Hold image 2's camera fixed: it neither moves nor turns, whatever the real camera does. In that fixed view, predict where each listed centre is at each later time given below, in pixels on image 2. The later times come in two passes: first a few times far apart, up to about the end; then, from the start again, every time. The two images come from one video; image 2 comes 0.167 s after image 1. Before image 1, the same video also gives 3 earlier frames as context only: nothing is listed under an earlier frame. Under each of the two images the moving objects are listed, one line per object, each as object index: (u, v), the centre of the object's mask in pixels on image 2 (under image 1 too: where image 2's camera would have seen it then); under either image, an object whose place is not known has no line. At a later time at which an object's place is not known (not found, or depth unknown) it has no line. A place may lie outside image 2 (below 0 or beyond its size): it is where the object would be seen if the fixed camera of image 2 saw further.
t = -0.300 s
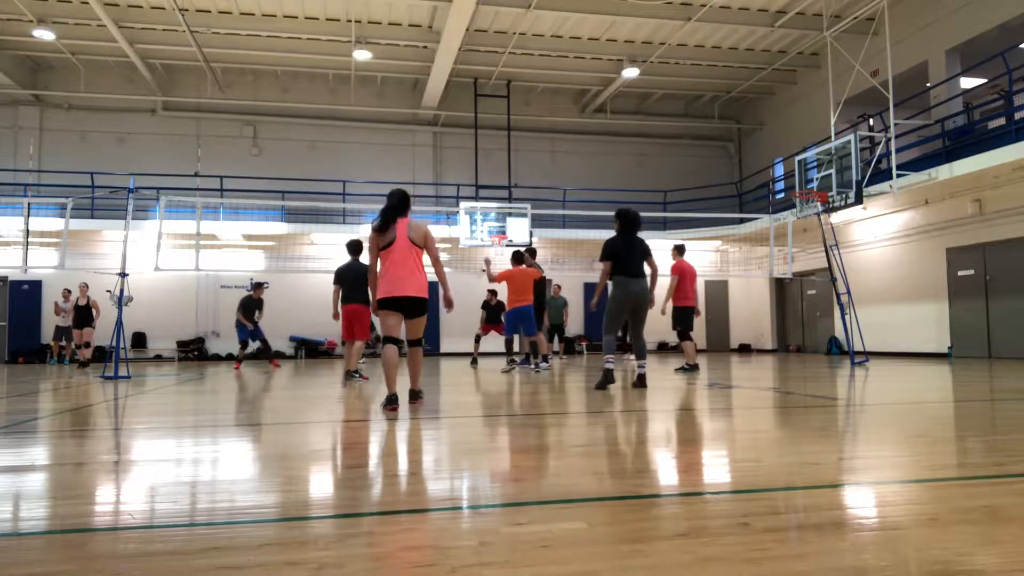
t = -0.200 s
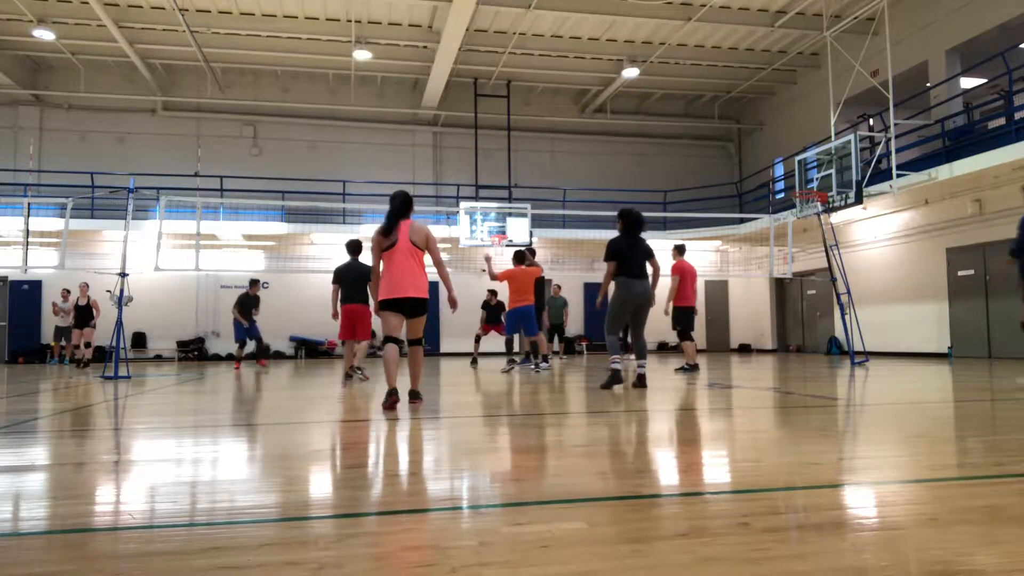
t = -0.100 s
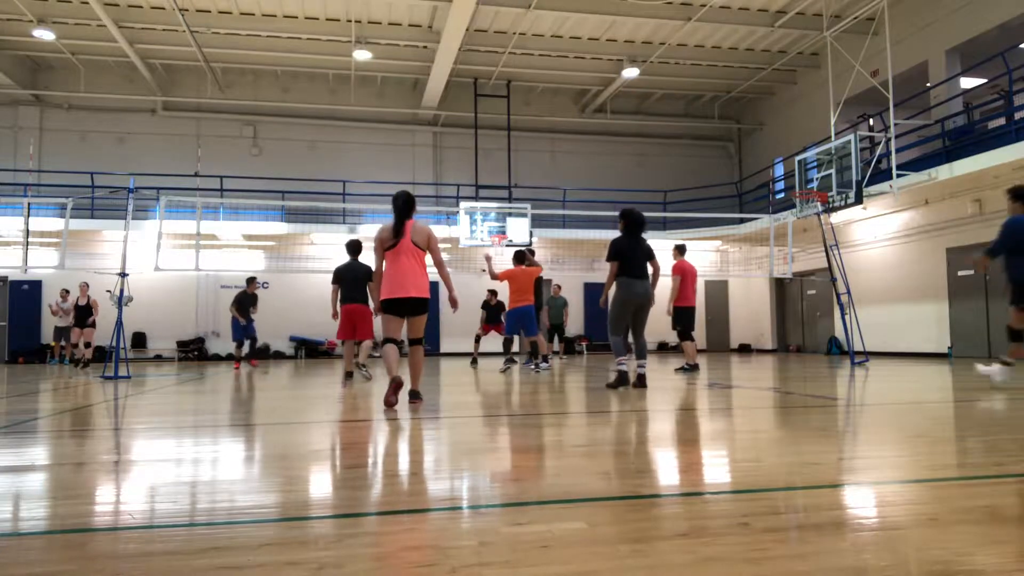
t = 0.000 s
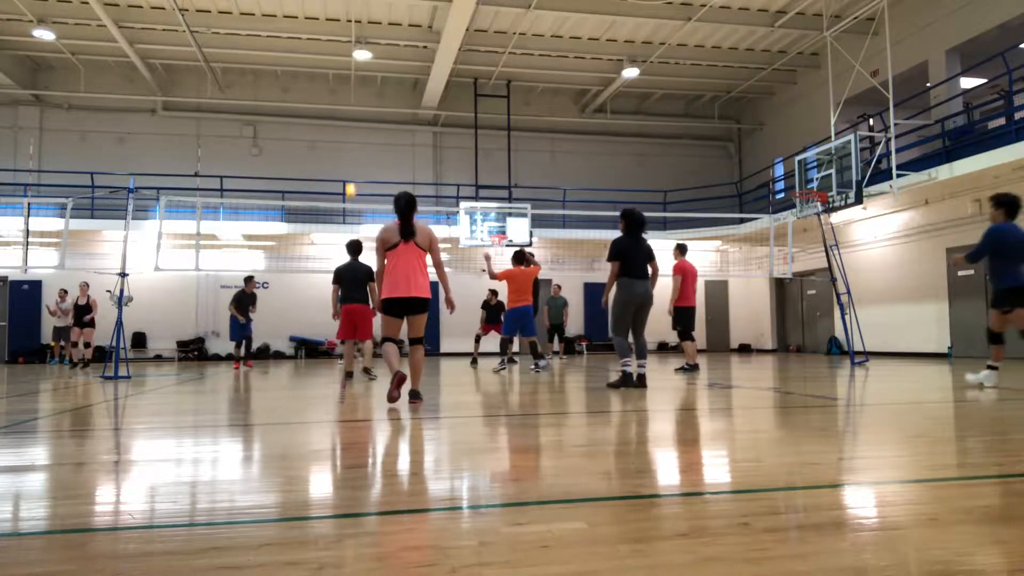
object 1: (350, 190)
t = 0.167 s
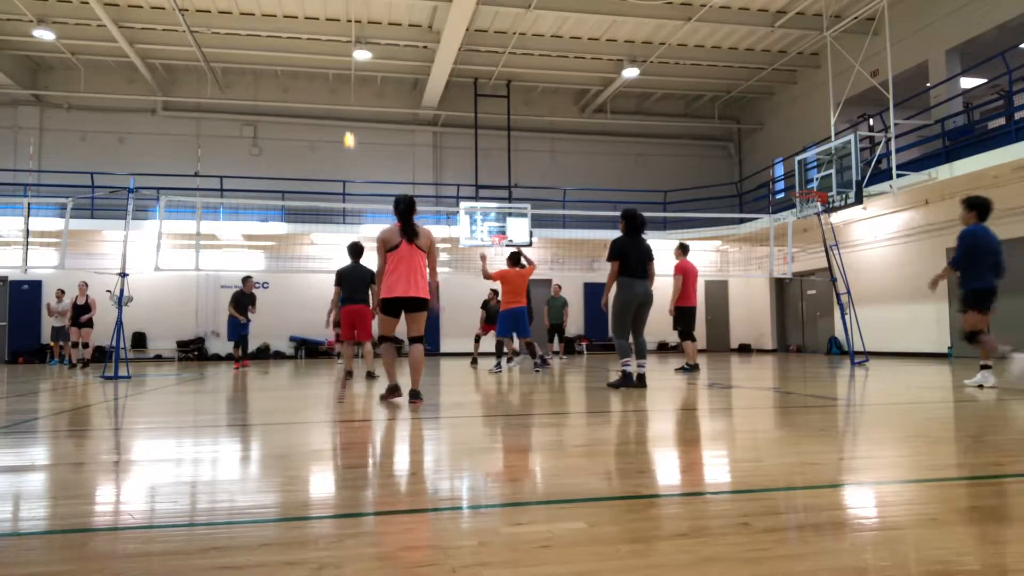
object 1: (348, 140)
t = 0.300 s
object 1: (347, 107)
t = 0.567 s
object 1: (344, 62)
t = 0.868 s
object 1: (342, 56)
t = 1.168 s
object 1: (338, 103)
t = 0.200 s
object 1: (348, 132)
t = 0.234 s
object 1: (347, 123)
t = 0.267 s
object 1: (347, 115)
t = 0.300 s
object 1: (347, 107)
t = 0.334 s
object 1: (346, 97)
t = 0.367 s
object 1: (346, 91)
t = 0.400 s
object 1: (346, 86)
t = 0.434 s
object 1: (346, 79)
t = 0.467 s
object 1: (345, 74)
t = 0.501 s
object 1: (345, 69)
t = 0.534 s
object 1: (345, 64)
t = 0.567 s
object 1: (344, 62)
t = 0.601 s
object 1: (344, 58)
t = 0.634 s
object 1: (344, 56)
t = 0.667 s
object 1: (343, 54)
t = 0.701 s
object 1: (343, 53)
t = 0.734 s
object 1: (343, 52)
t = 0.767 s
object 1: (342, 52)
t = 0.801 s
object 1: (342, 53)
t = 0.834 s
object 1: (341, 54)
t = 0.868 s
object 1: (342, 56)
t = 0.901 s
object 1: (341, 58)
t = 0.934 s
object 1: (341, 61)
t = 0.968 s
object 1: (340, 65)
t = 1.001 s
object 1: (339, 69)
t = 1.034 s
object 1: (339, 75)
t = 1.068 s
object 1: (339, 82)
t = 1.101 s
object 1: (339, 89)
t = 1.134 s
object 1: (339, 96)
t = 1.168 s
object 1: (338, 103)
